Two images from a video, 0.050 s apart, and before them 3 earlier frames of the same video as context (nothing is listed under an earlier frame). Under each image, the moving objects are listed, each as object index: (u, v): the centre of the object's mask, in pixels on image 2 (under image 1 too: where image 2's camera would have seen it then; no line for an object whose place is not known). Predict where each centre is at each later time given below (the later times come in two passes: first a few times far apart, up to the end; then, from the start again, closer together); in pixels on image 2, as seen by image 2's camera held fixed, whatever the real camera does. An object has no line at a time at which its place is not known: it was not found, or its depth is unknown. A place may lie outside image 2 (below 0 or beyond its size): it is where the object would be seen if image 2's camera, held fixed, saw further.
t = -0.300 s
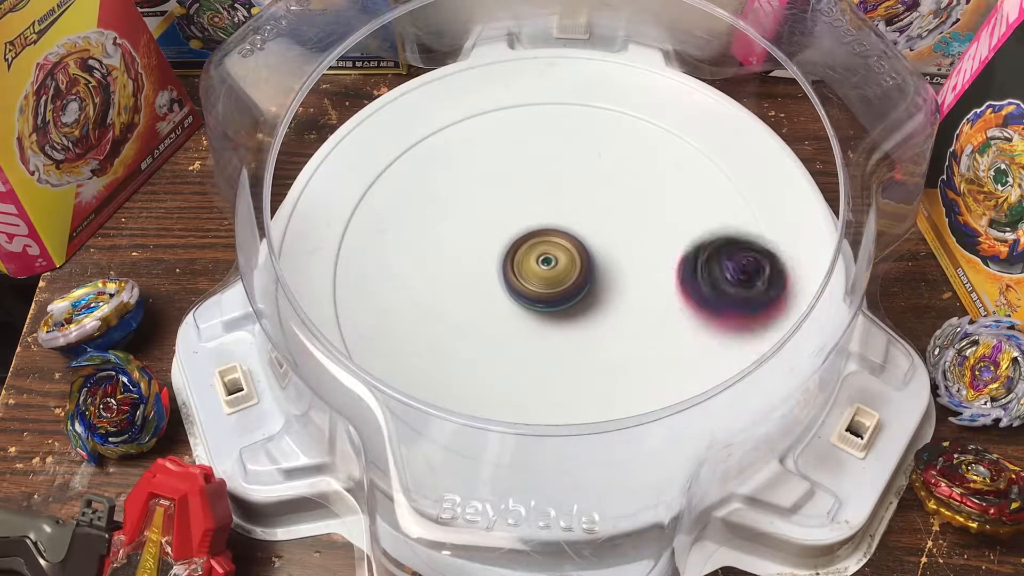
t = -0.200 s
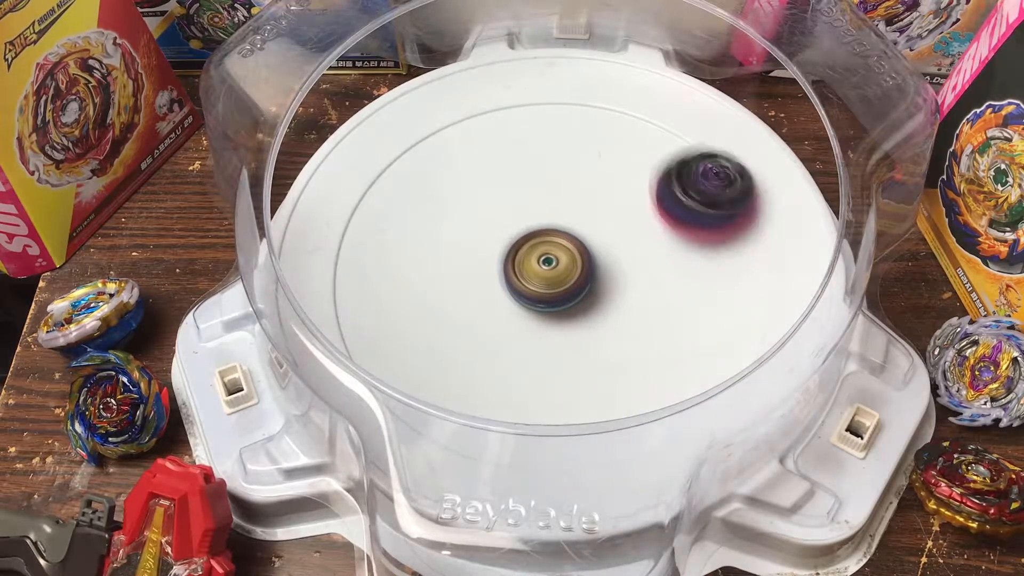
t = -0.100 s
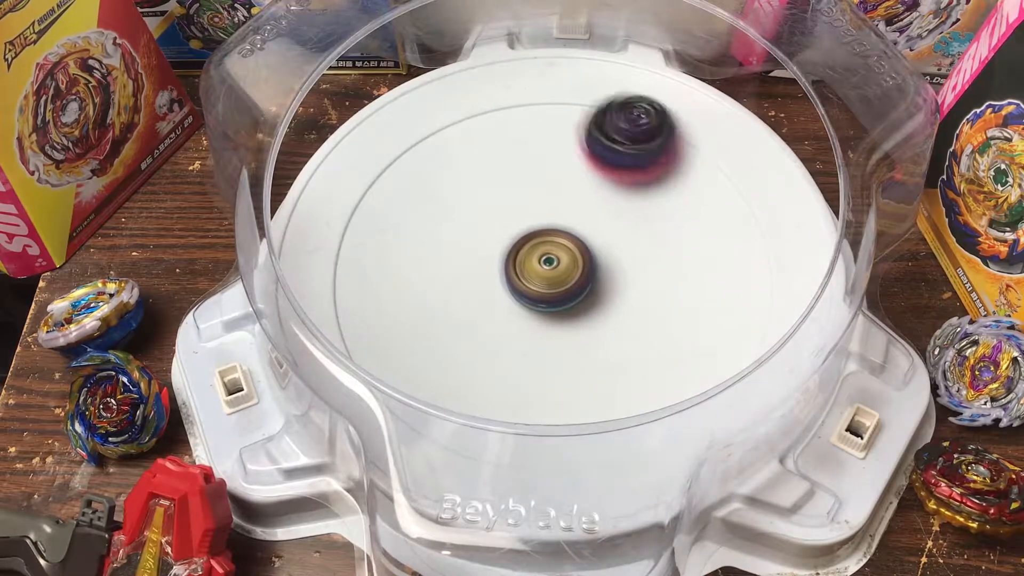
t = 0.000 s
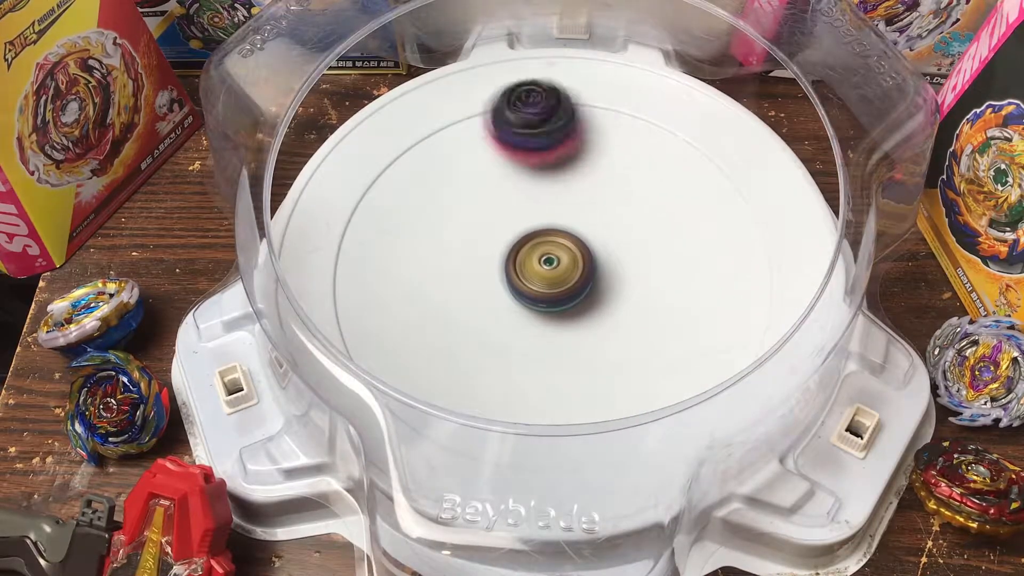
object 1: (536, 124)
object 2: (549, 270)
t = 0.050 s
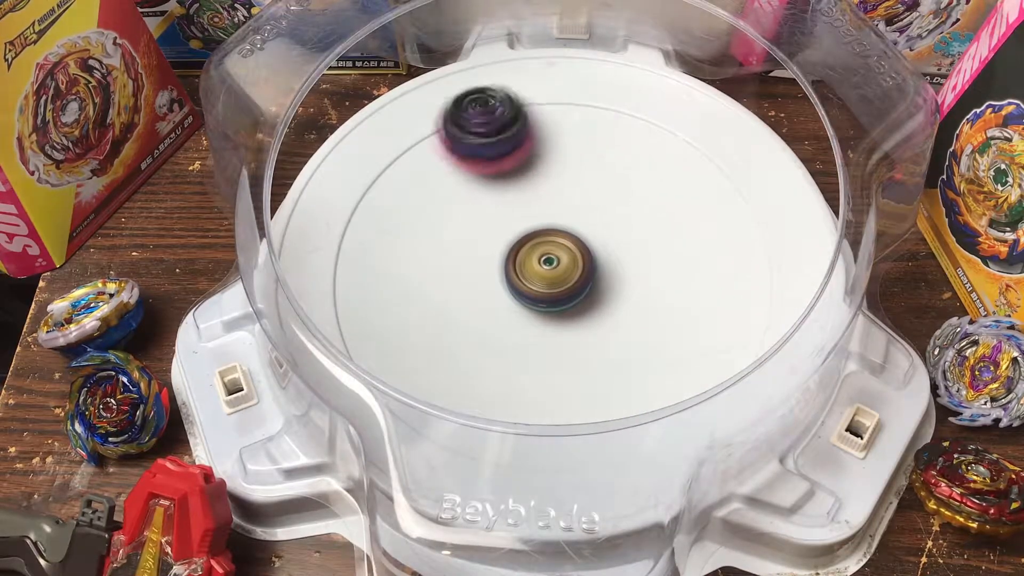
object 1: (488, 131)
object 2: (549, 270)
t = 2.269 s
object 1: (397, 231)
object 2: (547, 266)
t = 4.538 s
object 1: (485, 374)
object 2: (549, 265)
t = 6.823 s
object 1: (663, 276)
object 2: (542, 265)
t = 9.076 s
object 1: (508, 173)
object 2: (550, 283)
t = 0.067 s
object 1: (473, 136)
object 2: (549, 270)
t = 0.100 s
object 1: (445, 150)
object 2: (549, 270)
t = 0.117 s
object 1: (431, 158)
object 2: (549, 270)
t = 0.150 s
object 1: (409, 178)
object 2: (549, 270)
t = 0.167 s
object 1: (399, 189)
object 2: (549, 270)
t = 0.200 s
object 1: (382, 214)
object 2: (549, 270)
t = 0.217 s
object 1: (376, 228)
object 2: (549, 270)
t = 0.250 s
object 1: (371, 257)
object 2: (549, 270)
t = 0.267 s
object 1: (370, 272)
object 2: (549, 270)
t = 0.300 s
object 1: (377, 303)
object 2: (549, 269)
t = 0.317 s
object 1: (382, 318)
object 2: (549, 269)
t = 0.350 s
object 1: (401, 343)
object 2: (549, 269)
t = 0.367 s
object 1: (414, 353)
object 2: (549, 269)
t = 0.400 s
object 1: (441, 371)
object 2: (550, 269)
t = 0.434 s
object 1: (473, 398)
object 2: (550, 269)
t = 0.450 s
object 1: (490, 403)
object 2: (550, 269)
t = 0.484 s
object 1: (527, 411)
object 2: (550, 269)
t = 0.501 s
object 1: (547, 411)
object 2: (550, 269)
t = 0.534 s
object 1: (586, 408)
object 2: (550, 269)
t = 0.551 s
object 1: (604, 404)
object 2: (550, 269)
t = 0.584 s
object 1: (638, 389)
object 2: (550, 268)
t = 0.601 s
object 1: (669, 371)
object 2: (550, 268)
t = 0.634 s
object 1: (693, 348)
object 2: (550, 268)
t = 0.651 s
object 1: (702, 336)
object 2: (550, 268)
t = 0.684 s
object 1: (718, 308)
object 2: (550, 268)
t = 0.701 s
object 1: (722, 294)
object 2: (550, 268)
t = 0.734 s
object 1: (726, 265)
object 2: (550, 268)
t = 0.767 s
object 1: (723, 238)
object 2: (550, 268)
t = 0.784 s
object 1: (719, 224)
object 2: (550, 268)
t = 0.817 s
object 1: (708, 199)
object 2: (550, 267)
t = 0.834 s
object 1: (699, 187)
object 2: (550, 267)
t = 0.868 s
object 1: (678, 167)
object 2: (550, 267)
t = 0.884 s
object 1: (667, 158)
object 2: (550, 267)
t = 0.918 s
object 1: (641, 144)
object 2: (550, 267)
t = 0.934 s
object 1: (626, 138)
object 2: (550, 267)
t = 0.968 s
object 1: (596, 131)
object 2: (550, 266)
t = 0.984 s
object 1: (580, 129)
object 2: (550, 266)
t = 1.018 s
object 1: (548, 129)
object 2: (549, 266)
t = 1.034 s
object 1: (532, 130)
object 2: (549, 266)
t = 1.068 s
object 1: (501, 138)
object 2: (549, 266)
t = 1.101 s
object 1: (472, 150)
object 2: (549, 266)
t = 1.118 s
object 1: (459, 157)
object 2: (549, 265)
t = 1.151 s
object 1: (434, 176)
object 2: (548, 265)
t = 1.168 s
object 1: (423, 186)
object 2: (548, 265)
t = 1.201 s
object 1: (405, 210)
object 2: (548, 265)
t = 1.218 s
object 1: (398, 222)
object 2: (548, 265)
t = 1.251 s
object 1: (388, 250)
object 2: (548, 264)
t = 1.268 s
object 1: (386, 263)
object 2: (548, 264)
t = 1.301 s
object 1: (387, 292)
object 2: (548, 264)
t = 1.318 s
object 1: (389, 307)
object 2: (548, 264)
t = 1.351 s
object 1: (401, 334)
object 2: (548, 264)
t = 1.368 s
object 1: (410, 345)
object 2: (548, 264)
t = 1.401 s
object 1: (433, 364)
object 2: (548, 264)
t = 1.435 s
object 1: (460, 378)
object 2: (548, 264)
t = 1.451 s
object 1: (475, 383)
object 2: (548, 264)
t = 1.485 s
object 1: (507, 408)
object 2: (548, 264)
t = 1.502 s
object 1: (525, 411)
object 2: (548, 264)
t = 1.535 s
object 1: (562, 412)
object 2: (548, 264)
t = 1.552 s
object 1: (580, 411)
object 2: (548, 264)
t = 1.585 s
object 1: (613, 399)
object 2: (548, 264)
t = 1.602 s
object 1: (630, 393)
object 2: (548, 264)
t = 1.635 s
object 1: (659, 374)
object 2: (548, 264)
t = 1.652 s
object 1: (667, 359)
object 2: (547, 264)
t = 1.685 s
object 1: (690, 339)
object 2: (547, 264)
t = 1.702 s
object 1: (698, 326)
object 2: (548, 264)
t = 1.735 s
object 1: (705, 297)
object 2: (547, 264)
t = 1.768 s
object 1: (709, 269)
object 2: (547, 265)
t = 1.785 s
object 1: (708, 255)
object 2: (547, 265)
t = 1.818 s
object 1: (700, 228)
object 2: (547, 265)
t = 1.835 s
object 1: (695, 215)
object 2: (546, 265)
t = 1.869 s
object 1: (680, 193)
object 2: (546, 265)
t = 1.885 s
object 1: (670, 182)
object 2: (546, 265)
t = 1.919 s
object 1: (649, 163)
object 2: (546, 266)
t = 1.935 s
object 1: (637, 155)
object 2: (546, 266)
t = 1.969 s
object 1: (611, 144)
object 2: (546, 266)
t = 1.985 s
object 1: (597, 139)
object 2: (546, 266)
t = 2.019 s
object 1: (569, 133)
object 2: (546, 266)
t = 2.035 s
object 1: (554, 132)
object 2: (546, 266)
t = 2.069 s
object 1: (524, 133)
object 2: (546, 266)
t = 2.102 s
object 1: (496, 138)
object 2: (546, 266)
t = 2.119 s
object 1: (483, 143)
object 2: (546, 267)
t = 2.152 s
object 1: (456, 155)
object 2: (547, 267)
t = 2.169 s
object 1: (444, 164)
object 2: (547, 267)
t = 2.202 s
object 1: (423, 183)
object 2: (547, 266)
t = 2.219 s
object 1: (414, 194)
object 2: (547, 266)
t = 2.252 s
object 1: (401, 218)
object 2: (547, 266)
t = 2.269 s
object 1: (397, 231)
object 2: (547, 266)
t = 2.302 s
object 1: (393, 260)
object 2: (547, 266)
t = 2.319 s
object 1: (394, 274)
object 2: (547, 266)
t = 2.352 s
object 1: (401, 301)
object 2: (547, 266)
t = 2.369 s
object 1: (407, 315)
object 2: (547, 266)
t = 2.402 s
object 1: (423, 340)
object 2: (547, 266)
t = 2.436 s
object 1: (447, 360)
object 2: (547, 266)
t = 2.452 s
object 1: (461, 368)
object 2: (546, 266)
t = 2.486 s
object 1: (491, 380)
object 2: (546, 267)
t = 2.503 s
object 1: (507, 383)
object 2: (546, 267)
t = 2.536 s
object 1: (540, 399)
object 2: (546, 267)
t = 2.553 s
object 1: (558, 399)
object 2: (546, 267)
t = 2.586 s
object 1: (593, 396)
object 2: (546, 267)
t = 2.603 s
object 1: (608, 392)
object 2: (546, 267)
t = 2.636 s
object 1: (639, 381)
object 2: (546, 267)
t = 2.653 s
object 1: (653, 373)
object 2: (546, 268)
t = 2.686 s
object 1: (677, 352)
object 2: (546, 268)
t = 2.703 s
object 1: (687, 343)
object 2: (546, 268)
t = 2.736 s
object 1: (702, 320)
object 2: (546, 268)
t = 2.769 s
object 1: (712, 294)
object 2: (547, 268)
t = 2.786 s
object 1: (713, 280)
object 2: (547, 268)
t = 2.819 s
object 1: (711, 255)
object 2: (547, 269)
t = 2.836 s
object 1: (708, 242)
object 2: (548, 268)
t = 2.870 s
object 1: (697, 220)
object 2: (548, 269)
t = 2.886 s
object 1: (689, 209)
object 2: (548, 269)
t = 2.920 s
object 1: (670, 189)
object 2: (548, 269)
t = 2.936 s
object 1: (659, 181)
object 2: (549, 268)
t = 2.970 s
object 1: (634, 167)
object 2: (549, 268)
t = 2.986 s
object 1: (621, 161)
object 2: (549, 268)
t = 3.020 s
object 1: (592, 153)
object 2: (549, 268)
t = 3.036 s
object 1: (578, 151)
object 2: (550, 268)
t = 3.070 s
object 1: (548, 150)
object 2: (550, 268)
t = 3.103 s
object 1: (519, 152)
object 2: (549, 268)
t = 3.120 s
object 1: (505, 156)
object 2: (549, 267)
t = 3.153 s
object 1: (477, 165)
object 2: (549, 267)
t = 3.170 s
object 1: (463, 170)
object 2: (549, 268)
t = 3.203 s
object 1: (441, 185)
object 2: (548, 267)
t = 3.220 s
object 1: (431, 193)
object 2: (548, 267)
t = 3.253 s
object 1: (413, 212)
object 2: (548, 267)
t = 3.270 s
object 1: (406, 222)
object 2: (547, 268)
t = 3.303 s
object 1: (396, 246)
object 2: (547, 268)
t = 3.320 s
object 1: (393, 258)
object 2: (547, 268)
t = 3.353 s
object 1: (392, 282)
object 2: (547, 268)
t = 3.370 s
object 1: (394, 294)
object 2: (547, 269)
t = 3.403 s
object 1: (403, 320)
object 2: (547, 269)
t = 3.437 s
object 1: (418, 341)
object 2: (548, 269)
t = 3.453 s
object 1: (428, 351)
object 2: (548, 269)
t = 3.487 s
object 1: (454, 366)
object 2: (548, 269)
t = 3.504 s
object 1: (468, 372)
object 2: (548, 269)
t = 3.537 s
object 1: (497, 380)
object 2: (549, 269)
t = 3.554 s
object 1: (514, 383)
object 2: (549, 269)
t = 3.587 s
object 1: (544, 385)
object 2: (550, 269)
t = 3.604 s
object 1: (560, 384)
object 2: (550, 269)
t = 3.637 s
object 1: (593, 378)
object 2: (550, 269)
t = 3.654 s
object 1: (607, 373)
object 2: (550, 268)
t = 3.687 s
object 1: (634, 361)
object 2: (550, 268)
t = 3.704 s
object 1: (646, 352)
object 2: (550, 268)
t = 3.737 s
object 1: (667, 331)
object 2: (550, 267)
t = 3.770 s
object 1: (681, 309)
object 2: (550, 267)
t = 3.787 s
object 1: (687, 296)
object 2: (549, 267)
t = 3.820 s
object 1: (693, 272)
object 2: (549, 267)
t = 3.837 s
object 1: (694, 260)
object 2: (549, 266)
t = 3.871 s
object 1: (692, 237)
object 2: (548, 266)
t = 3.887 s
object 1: (689, 224)
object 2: (548, 266)
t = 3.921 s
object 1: (679, 204)
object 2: (548, 266)
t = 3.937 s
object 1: (672, 195)
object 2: (548, 266)
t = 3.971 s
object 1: (655, 176)
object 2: (547, 266)
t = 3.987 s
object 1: (646, 169)
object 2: (547, 266)
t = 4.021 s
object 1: (624, 158)
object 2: (547, 266)
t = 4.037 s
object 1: (611, 153)
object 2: (547, 266)
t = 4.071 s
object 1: (586, 147)
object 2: (547, 266)
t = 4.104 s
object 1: (560, 146)
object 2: (547, 266)
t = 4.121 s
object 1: (546, 148)
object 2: (547, 266)
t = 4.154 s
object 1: (519, 153)
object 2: (547, 266)
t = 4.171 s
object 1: (507, 157)
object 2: (547, 267)
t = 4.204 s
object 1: (482, 170)
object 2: (548, 267)
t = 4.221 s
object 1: (470, 177)
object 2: (548, 267)
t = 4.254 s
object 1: (450, 194)
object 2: (548, 267)
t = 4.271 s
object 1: (442, 204)
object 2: (549, 267)
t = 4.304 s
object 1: (428, 226)
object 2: (549, 267)
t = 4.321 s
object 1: (423, 238)
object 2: (549, 266)
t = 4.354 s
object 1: (418, 262)
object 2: (549, 266)
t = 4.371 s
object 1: (418, 275)
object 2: (549, 266)
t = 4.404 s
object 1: (421, 299)
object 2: (549, 266)
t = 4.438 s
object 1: (429, 322)
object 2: (550, 266)
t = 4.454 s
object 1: (435, 333)
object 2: (549, 266)
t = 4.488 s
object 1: (450, 354)
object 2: (549, 265)
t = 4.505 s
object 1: (460, 362)
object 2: (549, 265)
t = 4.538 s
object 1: (485, 374)
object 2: (549, 265)
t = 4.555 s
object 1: (498, 379)
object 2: (548, 265)
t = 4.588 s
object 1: (526, 385)
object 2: (548, 265)
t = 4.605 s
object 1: (539, 387)
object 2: (548, 265)
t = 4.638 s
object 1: (571, 392)
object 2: (548, 265)
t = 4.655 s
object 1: (586, 390)
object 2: (547, 265)
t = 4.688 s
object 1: (610, 377)
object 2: (547, 265)
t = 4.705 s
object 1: (623, 371)
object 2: (547, 265)
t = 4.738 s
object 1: (647, 357)
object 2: (546, 265)
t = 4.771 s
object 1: (663, 337)
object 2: (546, 265)
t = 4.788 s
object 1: (669, 325)
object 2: (546, 265)
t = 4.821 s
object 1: (678, 302)
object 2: (546, 266)
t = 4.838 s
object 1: (679, 290)
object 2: (546, 266)
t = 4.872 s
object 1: (678, 266)
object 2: (546, 266)
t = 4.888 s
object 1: (675, 254)
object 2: (546, 267)
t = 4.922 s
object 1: (667, 231)
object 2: (546, 267)
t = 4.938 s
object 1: (661, 221)
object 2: (546, 267)
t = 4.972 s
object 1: (645, 203)
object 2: (546, 268)
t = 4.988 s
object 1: (636, 193)
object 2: (547, 268)
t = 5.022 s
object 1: (616, 179)
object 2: (547, 268)
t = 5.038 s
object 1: (606, 173)
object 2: (547, 268)
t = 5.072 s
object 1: (582, 163)
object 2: (547, 268)
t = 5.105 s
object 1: (557, 158)
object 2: (547, 267)
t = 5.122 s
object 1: (544, 157)
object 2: (548, 267)
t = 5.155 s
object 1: (519, 157)
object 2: (548, 267)
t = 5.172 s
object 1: (506, 159)
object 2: (548, 267)
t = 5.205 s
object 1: (483, 165)
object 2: (548, 267)
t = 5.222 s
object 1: (472, 171)
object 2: (549, 267)
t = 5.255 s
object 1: (450, 183)
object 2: (548, 266)
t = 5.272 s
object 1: (442, 191)
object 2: (549, 266)
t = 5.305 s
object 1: (428, 209)
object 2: (548, 266)
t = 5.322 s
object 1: (422, 220)
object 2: (548, 266)
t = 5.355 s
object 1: (416, 242)
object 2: (548, 266)
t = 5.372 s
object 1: (415, 253)
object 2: (548, 265)
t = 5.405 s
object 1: (418, 277)
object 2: (547, 265)
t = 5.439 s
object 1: (426, 299)
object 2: (547, 265)
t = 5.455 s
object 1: (433, 310)
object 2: (547, 265)
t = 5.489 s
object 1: (450, 330)
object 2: (546, 265)
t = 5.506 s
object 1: (461, 338)
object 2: (546, 265)
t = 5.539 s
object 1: (484, 353)
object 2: (546, 266)
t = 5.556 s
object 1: (497, 359)
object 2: (546, 266)
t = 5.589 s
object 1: (527, 366)
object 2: (546, 266)
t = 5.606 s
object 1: (542, 368)
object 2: (546, 266)
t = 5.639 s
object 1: (570, 369)
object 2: (545, 267)
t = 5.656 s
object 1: (584, 367)
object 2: (546, 267)
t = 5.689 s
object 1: (612, 360)
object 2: (546, 268)
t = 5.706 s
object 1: (624, 355)
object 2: (546, 268)
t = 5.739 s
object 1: (647, 342)
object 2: (546, 269)
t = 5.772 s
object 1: (667, 324)
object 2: (547, 269)
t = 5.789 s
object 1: (674, 314)
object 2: (547, 269)
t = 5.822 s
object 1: (683, 294)
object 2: (548, 270)
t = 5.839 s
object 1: (686, 282)
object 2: (548, 270)
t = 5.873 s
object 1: (687, 260)
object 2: (549, 270)
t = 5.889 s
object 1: (685, 250)
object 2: (549, 270)
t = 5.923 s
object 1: (677, 231)
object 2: (549, 270)
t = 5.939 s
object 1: (670, 221)
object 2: (550, 270)
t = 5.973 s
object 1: (655, 204)
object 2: (550, 269)
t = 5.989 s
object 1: (645, 197)
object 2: (550, 269)
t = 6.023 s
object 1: (624, 186)
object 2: (550, 268)
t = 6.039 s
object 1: (612, 182)
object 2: (550, 268)
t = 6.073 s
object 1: (587, 176)
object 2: (550, 268)
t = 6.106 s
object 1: (562, 175)
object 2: (550, 267)
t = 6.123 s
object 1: (549, 176)
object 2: (550, 267)
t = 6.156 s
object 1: (524, 180)
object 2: (549, 267)
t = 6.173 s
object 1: (513, 183)
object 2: (549, 267)
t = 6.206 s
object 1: (490, 192)
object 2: (548, 266)
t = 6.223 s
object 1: (478, 199)
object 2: (548, 266)
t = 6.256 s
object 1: (460, 212)
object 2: (547, 266)
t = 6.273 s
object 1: (451, 220)
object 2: (547, 266)
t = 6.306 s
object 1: (437, 238)
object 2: (546, 266)
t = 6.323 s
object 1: (432, 247)
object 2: (546, 266)
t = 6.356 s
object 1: (425, 266)
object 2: (546, 266)
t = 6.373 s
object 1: (423, 277)
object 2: (545, 266)
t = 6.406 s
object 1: (425, 298)
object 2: (545, 266)
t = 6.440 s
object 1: (431, 319)
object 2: (545, 267)
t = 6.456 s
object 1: (437, 328)
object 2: (545, 267)
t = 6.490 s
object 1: (454, 345)
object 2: (546, 267)
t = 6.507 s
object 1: (463, 353)
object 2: (546, 268)
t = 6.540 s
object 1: (485, 365)
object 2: (546, 268)
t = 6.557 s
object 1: (498, 368)
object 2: (547, 268)
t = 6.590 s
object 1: (526, 372)
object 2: (547, 269)
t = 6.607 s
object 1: (539, 371)
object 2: (548, 269)
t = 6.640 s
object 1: (565, 367)
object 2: (548, 269)
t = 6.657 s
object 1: (578, 363)
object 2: (549, 269)
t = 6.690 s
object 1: (602, 352)
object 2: (549, 269)
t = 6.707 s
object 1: (614, 345)
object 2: (548, 268)
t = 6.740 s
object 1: (633, 328)
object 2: (547, 268)
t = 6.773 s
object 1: (649, 307)
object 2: (544, 267)
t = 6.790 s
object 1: (655, 297)
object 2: (543, 266)
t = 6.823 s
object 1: (663, 276)
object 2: (542, 265)
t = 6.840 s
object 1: (665, 264)
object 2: (541, 264)
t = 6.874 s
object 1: (665, 243)
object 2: (541, 263)
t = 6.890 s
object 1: (663, 232)
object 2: (541, 263)
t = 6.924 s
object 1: (656, 212)
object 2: (541, 262)
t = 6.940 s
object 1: (650, 203)
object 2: (541, 262)
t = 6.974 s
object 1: (636, 187)
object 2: (541, 262)
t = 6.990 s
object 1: (628, 180)
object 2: (541, 262)
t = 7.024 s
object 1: (608, 170)
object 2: (542, 262)
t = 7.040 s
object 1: (597, 166)
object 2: (542, 262)
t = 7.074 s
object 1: (575, 162)
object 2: (542, 262)
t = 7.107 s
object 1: (550, 162)
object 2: (543, 262)
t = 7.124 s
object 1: (538, 164)
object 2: (543, 262)
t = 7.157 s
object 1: (515, 171)
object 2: (544, 262)
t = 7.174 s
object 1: (504, 176)
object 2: (544, 262)
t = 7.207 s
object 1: (484, 190)
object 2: (544, 262)
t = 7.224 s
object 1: (476, 198)
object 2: (545, 263)
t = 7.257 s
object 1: (462, 215)
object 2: (546, 263)
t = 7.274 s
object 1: (455, 225)
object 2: (546, 263)
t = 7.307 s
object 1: (445, 247)
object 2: (550, 263)
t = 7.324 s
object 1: (443, 258)
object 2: (551, 263)
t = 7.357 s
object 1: (440, 281)
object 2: (553, 263)
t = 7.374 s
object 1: (442, 293)
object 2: (554, 263)
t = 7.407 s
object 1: (447, 315)
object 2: (556, 264)
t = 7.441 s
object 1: (457, 335)
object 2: (556, 265)
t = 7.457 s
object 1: (465, 345)
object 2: (557, 265)
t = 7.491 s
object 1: (484, 362)
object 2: (557, 266)
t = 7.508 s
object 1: (495, 368)
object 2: (557, 266)
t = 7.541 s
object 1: (521, 376)
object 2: (557, 266)
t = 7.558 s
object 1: (535, 378)
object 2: (557, 266)
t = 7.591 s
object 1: (561, 380)
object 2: (557, 266)
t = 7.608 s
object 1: (574, 379)
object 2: (557, 267)
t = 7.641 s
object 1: (599, 374)
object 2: (557, 267)
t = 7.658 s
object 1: (611, 369)
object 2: (557, 267)
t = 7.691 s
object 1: (631, 356)
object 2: (557, 268)
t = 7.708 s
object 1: (640, 347)
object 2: (557, 268)
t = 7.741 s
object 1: (653, 326)
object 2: (556, 268)
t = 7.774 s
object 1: (660, 305)
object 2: (557, 268)
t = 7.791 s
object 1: (661, 294)
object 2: (556, 268)
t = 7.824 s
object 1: (663, 270)
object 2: (553, 268)
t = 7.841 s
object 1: (662, 259)
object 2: (551, 268)
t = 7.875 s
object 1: (656, 239)
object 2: (548, 268)
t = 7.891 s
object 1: (651, 229)
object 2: (547, 268)
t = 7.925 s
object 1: (638, 210)
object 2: (545, 267)
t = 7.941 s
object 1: (630, 202)
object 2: (545, 267)
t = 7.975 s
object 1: (612, 189)
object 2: (543, 267)
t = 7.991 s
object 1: (601, 183)
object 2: (543, 267)
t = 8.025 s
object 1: (579, 174)
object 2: (543, 266)
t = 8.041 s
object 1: (568, 172)
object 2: (543, 266)
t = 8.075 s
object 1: (544, 170)
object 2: (542, 266)
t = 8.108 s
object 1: (519, 172)
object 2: (543, 266)
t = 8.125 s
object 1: (508, 174)
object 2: (542, 266)
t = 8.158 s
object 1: (486, 183)
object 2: (543, 266)
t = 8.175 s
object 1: (476, 189)
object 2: (543, 266)
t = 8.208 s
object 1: (458, 203)
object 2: (543, 266)
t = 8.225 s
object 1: (451, 210)
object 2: (543, 265)
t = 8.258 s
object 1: (440, 230)
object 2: (543, 265)
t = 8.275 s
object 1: (436, 240)
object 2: (543, 265)
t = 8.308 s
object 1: (433, 260)
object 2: (543, 265)
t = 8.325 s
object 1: (434, 271)
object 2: (543, 265)
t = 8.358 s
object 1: (440, 293)
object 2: (543, 265)
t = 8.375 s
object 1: (445, 303)
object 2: (543, 265)
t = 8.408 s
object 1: (459, 322)
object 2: (543, 266)
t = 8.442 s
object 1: (479, 339)
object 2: (543, 265)
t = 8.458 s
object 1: (490, 345)
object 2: (543, 265)
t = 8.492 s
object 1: (514, 355)
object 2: (543, 265)
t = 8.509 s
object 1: (528, 358)
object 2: (543, 265)
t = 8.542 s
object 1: (555, 361)
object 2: (543, 265)
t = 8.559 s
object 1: (568, 361)
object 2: (543, 264)
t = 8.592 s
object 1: (594, 354)
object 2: (543, 264)
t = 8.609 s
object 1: (606, 350)
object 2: (544, 264)
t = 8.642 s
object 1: (629, 338)
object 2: (544, 264)
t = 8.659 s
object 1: (638, 330)
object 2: (544, 264)
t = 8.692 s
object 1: (653, 313)
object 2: (544, 264)
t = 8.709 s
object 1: (660, 303)
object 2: (545, 264)
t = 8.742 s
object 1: (666, 283)
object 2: (544, 264)
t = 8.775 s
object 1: (667, 263)
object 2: (545, 264)
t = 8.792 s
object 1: (665, 252)
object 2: (545, 264)
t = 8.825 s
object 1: (658, 234)
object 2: (545, 264)
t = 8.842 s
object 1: (653, 225)
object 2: (545, 264)
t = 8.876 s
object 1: (638, 210)
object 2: (545, 265)
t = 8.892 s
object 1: (630, 203)
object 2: (545, 264)
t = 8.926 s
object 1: (611, 193)
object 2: (545, 265)
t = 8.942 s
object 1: (601, 189)
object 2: (545, 265)
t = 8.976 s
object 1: (579, 183)
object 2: (545, 265)
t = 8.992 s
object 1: (567, 182)
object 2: (545, 265)
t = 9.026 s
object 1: (544, 181)
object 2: (546, 268)
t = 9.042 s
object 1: (531, 177)
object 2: (548, 276)
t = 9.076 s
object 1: (508, 173)
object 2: (550, 283)
